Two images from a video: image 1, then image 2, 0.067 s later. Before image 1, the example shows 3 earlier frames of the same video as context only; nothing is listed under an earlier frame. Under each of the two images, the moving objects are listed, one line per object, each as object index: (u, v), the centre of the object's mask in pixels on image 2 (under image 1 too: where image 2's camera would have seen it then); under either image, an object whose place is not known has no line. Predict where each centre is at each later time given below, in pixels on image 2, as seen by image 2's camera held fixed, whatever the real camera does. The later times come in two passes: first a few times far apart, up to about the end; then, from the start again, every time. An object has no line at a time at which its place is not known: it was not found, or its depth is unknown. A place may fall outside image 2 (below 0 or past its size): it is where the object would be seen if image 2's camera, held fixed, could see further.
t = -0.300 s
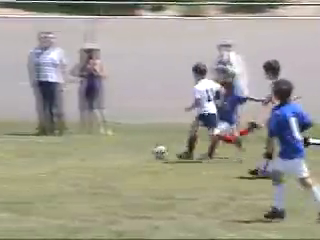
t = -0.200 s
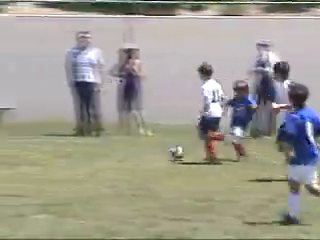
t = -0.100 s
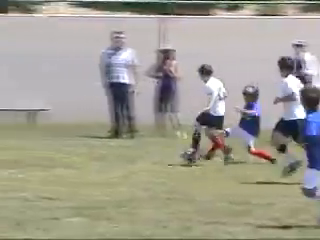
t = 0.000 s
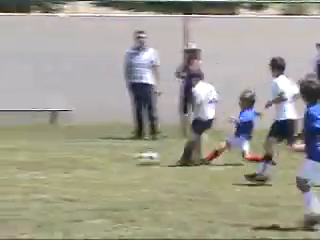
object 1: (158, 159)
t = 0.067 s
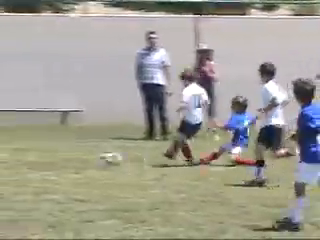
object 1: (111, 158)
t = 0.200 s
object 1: (21, 162)
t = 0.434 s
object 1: (-109, 158)
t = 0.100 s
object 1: (87, 157)
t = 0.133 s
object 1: (67, 160)
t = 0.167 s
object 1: (46, 160)
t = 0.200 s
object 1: (21, 162)
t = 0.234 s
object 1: (1, 162)
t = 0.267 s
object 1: (-19, 163)
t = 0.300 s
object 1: (-39, 163)
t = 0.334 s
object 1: (-57, 161)
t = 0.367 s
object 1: (-75, 159)
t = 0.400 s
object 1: (-91, 159)
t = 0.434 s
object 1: (-109, 158)
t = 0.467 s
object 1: (-127, 158)
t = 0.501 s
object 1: (-144, 161)
